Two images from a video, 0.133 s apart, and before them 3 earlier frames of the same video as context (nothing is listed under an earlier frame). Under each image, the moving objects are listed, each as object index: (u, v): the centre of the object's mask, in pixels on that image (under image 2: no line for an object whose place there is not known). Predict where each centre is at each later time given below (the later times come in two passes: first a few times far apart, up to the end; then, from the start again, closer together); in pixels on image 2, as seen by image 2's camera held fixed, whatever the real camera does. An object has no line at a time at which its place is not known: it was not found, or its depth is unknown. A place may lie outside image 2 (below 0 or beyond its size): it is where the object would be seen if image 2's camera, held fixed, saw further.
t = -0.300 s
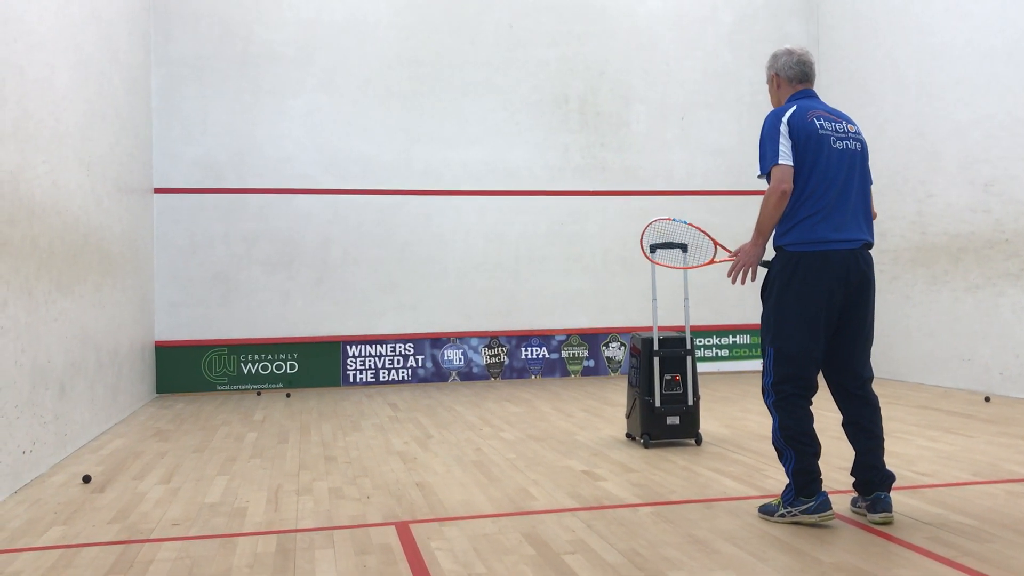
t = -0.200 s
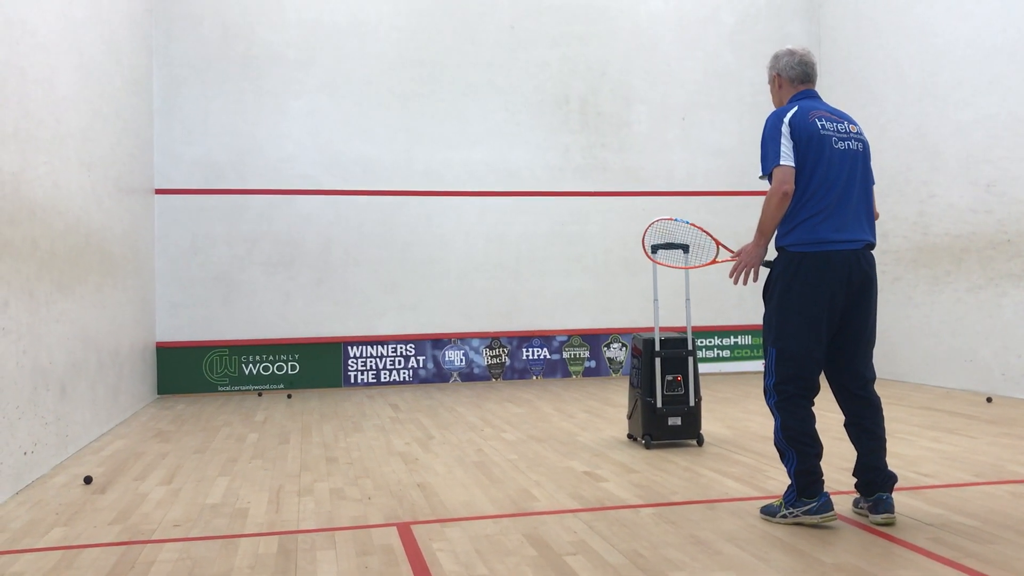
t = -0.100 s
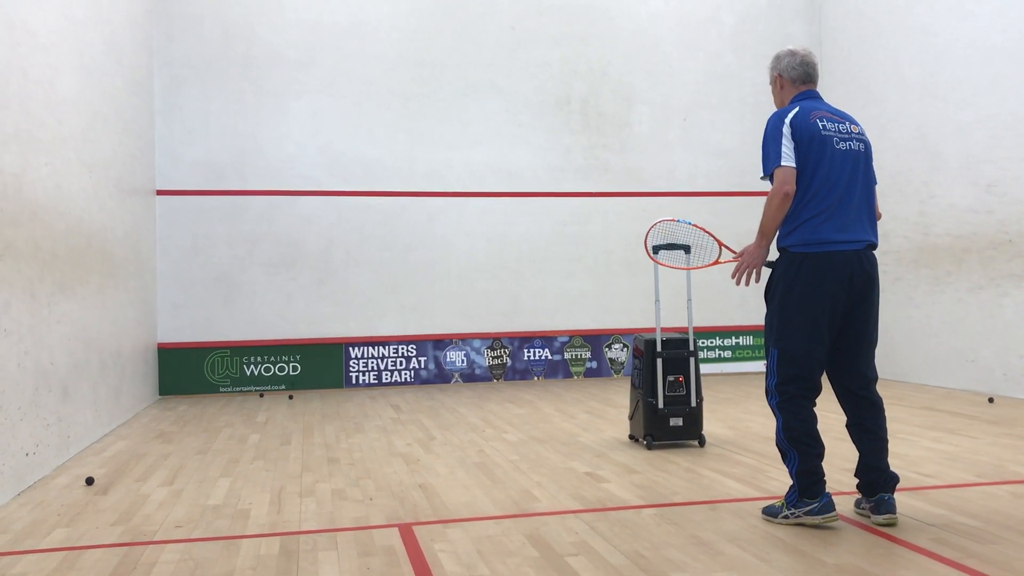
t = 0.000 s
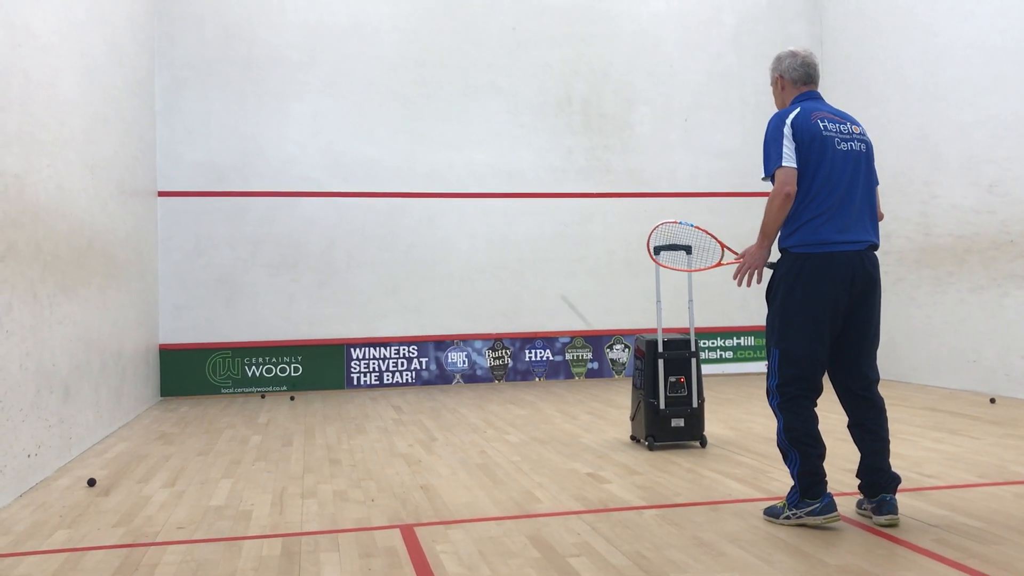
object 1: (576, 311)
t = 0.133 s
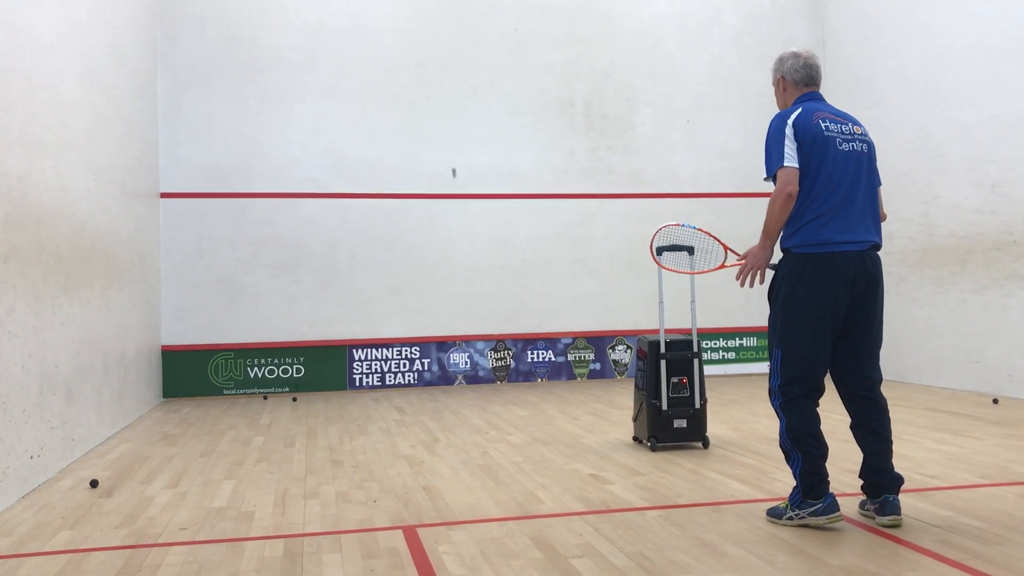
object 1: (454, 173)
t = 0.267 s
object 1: (447, 112)
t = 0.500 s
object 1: (432, 26)
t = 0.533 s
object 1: (429, 16)
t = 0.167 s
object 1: (453, 157)
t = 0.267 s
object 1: (447, 112)
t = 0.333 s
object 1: (444, 84)
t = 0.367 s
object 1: (442, 71)
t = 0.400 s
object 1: (439, 59)
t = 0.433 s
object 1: (437, 46)
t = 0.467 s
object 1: (434, 36)
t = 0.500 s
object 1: (432, 26)
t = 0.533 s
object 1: (429, 16)
